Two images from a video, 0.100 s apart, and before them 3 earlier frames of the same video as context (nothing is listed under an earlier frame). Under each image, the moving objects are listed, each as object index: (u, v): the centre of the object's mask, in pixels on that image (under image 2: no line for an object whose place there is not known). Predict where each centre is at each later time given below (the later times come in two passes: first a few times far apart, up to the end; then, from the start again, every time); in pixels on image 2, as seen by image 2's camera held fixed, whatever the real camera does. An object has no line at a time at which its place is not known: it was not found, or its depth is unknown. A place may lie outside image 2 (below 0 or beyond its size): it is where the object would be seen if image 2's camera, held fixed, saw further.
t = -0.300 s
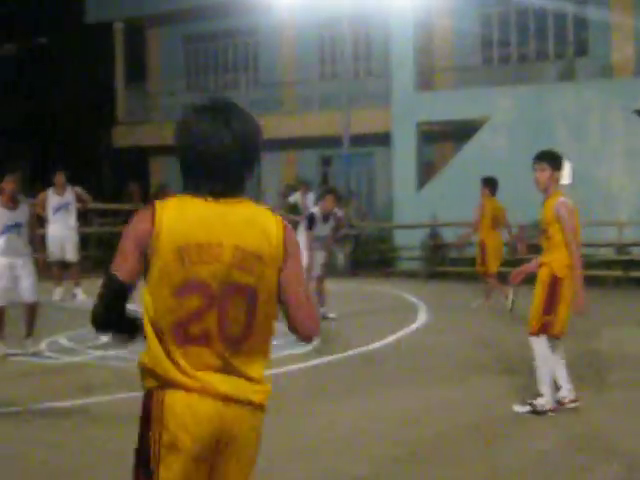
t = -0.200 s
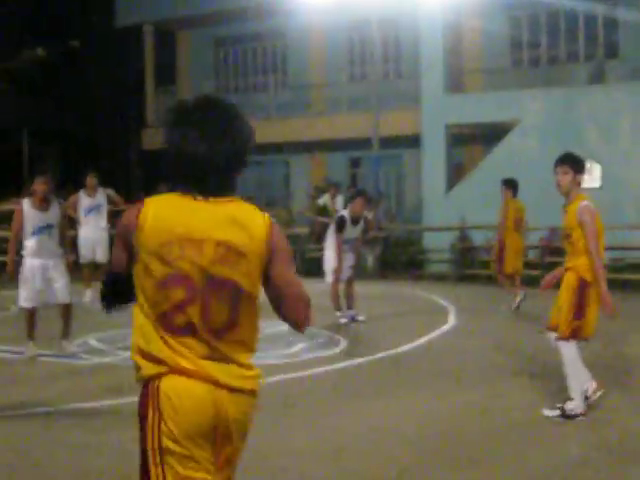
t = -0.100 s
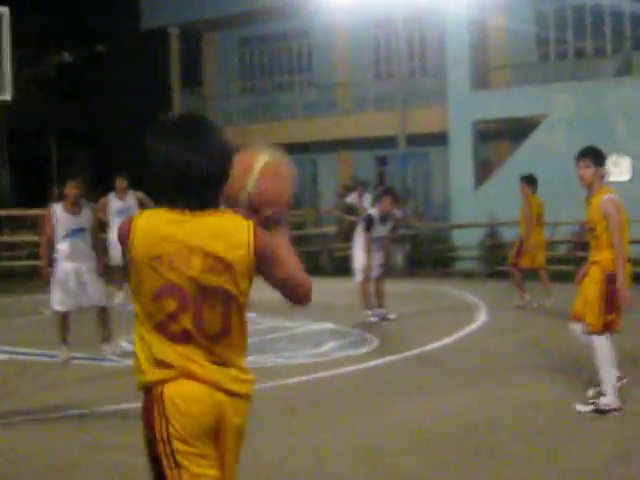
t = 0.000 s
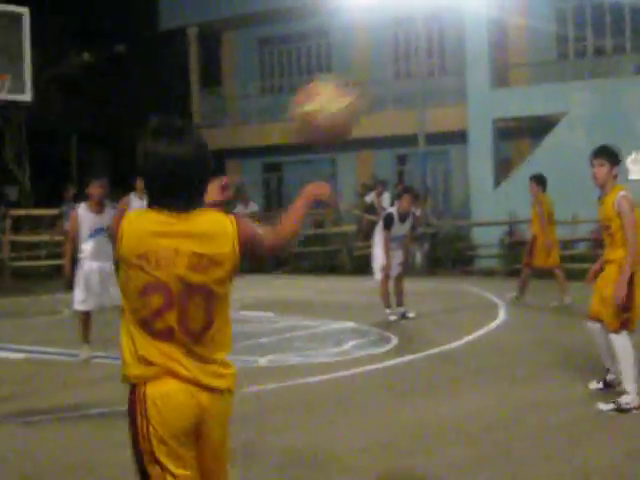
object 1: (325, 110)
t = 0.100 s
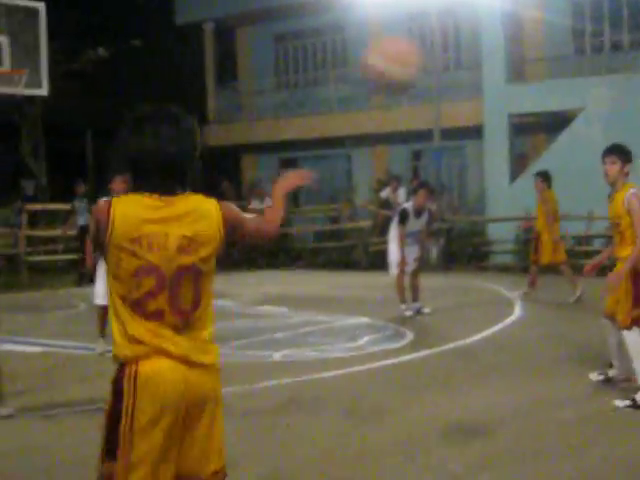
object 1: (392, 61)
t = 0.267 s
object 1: (457, 57)
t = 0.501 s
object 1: (522, 129)
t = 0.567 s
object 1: (532, 155)
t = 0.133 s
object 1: (406, 54)
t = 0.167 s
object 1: (422, 52)
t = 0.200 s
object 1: (433, 52)
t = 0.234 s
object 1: (444, 53)
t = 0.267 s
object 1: (457, 57)
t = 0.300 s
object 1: (467, 61)
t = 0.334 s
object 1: (477, 68)
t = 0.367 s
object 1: (487, 78)
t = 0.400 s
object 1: (496, 89)
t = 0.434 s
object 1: (504, 100)
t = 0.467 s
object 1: (513, 113)
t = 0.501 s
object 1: (522, 129)
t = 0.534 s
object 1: (527, 140)
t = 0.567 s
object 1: (532, 155)
